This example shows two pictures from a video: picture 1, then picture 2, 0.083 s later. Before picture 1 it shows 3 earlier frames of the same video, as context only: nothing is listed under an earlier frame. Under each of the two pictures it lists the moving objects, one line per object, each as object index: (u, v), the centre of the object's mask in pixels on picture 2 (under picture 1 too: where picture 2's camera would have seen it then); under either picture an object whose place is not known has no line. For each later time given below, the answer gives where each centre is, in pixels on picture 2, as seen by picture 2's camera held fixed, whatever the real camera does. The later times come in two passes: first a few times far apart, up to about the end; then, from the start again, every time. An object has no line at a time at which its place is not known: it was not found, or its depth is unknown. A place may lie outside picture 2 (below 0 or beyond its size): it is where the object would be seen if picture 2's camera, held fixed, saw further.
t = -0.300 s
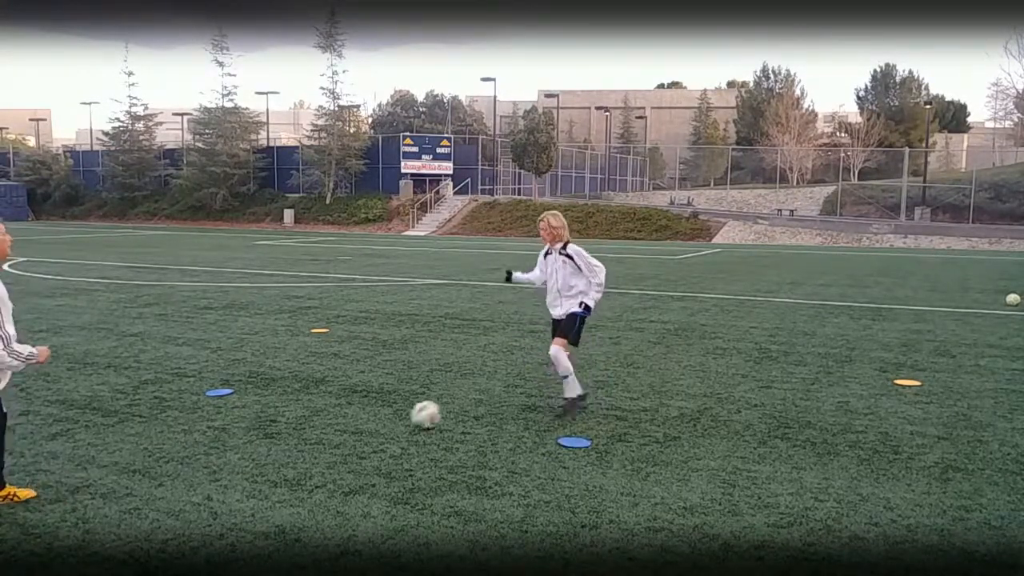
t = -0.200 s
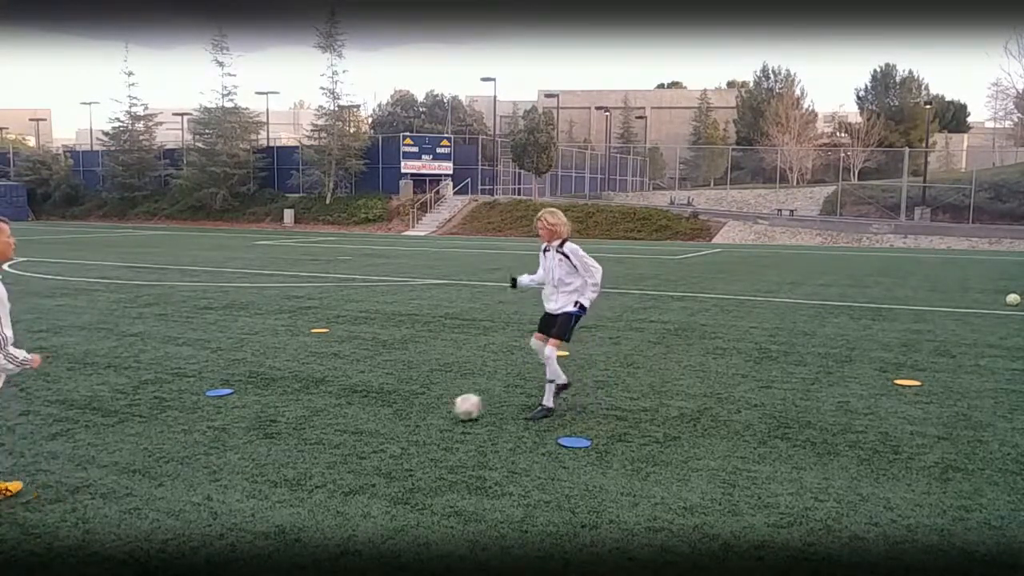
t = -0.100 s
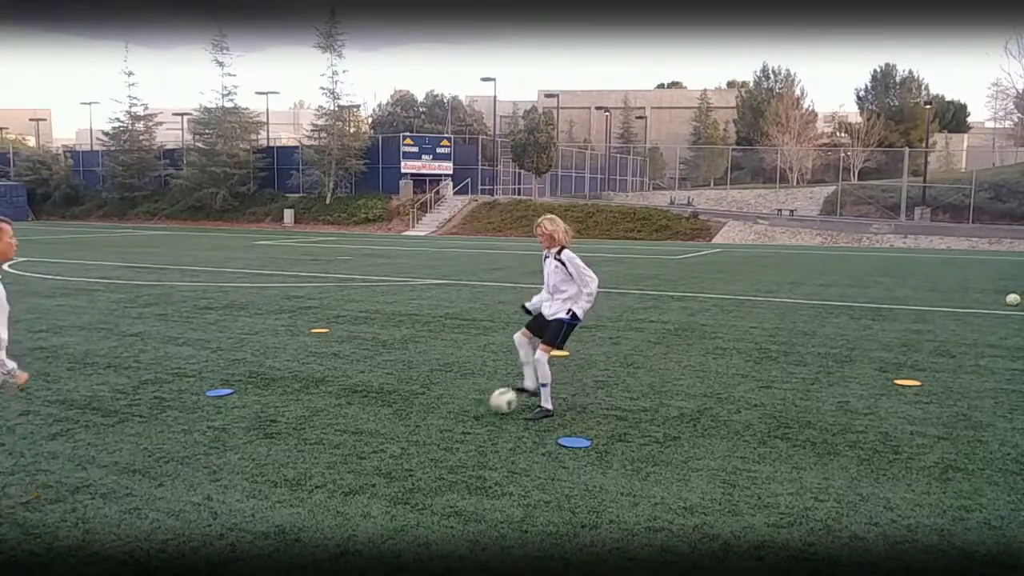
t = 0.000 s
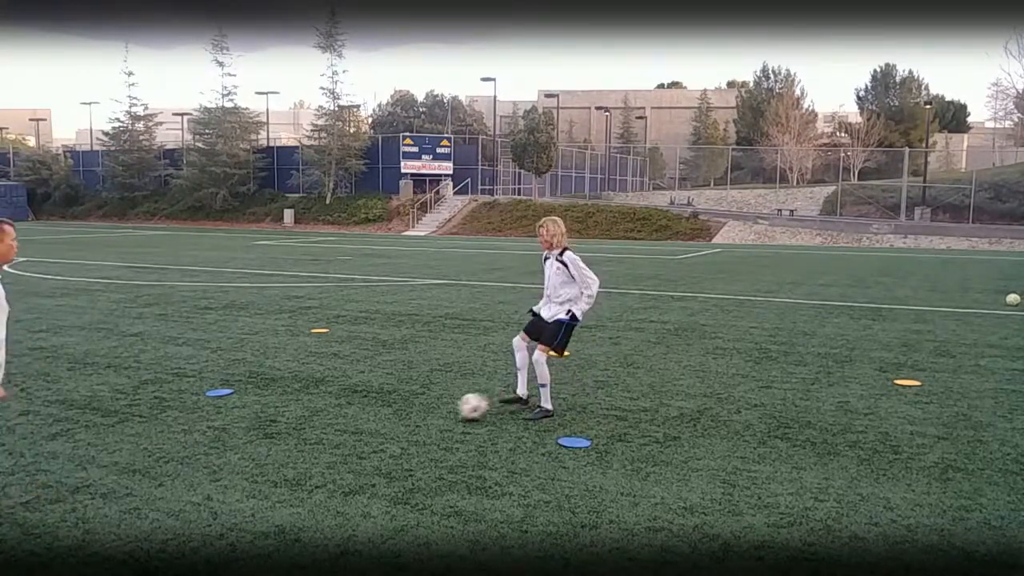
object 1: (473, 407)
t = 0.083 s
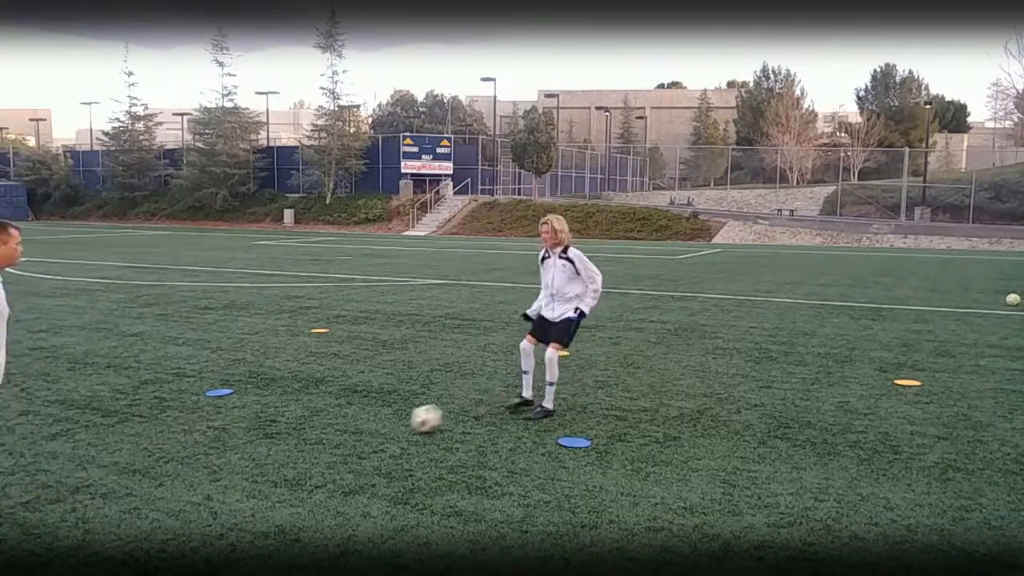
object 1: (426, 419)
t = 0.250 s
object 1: (326, 446)
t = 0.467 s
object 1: (186, 479)
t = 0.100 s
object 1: (416, 423)
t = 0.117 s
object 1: (407, 426)
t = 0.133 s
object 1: (397, 426)
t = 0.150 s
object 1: (389, 428)
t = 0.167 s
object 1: (377, 430)
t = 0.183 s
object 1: (368, 433)
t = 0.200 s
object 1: (357, 436)
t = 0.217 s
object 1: (347, 439)
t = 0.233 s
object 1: (336, 443)
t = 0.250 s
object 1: (326, 446)
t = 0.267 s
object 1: (316, 447)
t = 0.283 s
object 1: (306, 449)
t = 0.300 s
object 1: (295, 451)
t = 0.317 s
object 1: (284, 454)
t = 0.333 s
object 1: (274, 457)
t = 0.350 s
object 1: (262, 460)
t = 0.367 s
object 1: (250, 464)
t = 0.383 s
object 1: (240, 466)
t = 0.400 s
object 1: (231, 468)
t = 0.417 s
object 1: (219, 470)
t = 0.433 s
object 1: (209, 472)
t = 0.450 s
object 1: (196, 475)
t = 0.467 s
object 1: (186, 479)
